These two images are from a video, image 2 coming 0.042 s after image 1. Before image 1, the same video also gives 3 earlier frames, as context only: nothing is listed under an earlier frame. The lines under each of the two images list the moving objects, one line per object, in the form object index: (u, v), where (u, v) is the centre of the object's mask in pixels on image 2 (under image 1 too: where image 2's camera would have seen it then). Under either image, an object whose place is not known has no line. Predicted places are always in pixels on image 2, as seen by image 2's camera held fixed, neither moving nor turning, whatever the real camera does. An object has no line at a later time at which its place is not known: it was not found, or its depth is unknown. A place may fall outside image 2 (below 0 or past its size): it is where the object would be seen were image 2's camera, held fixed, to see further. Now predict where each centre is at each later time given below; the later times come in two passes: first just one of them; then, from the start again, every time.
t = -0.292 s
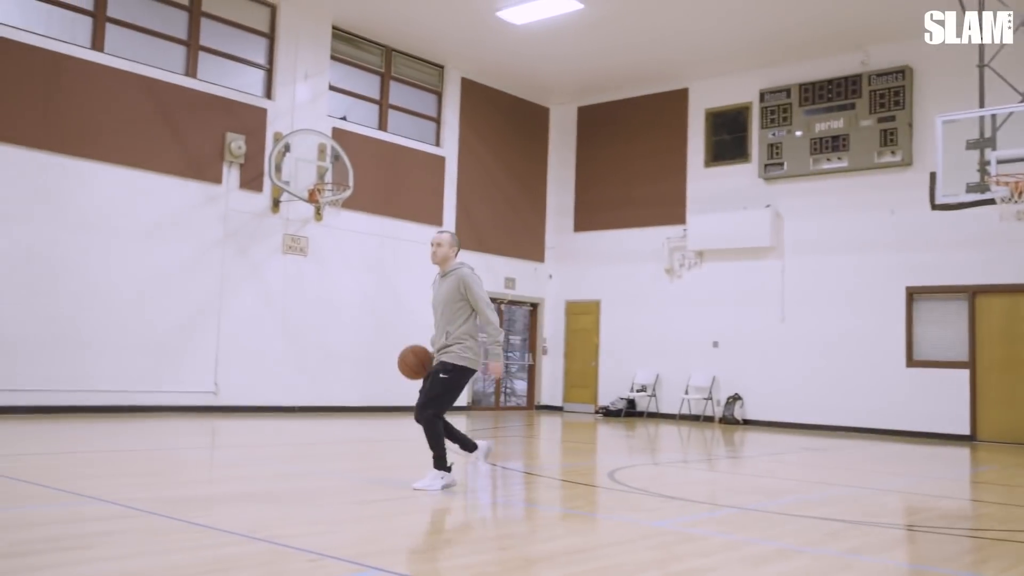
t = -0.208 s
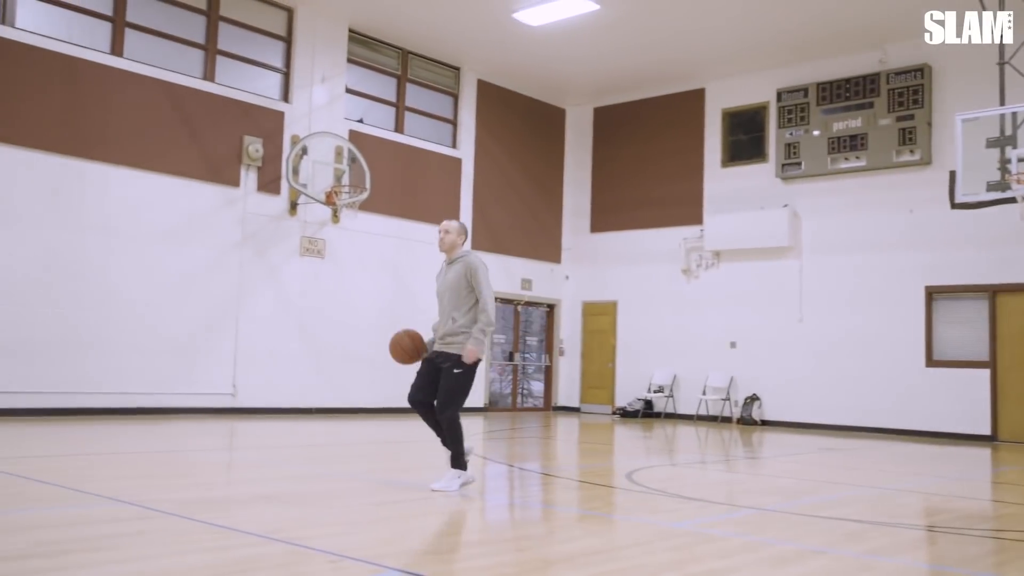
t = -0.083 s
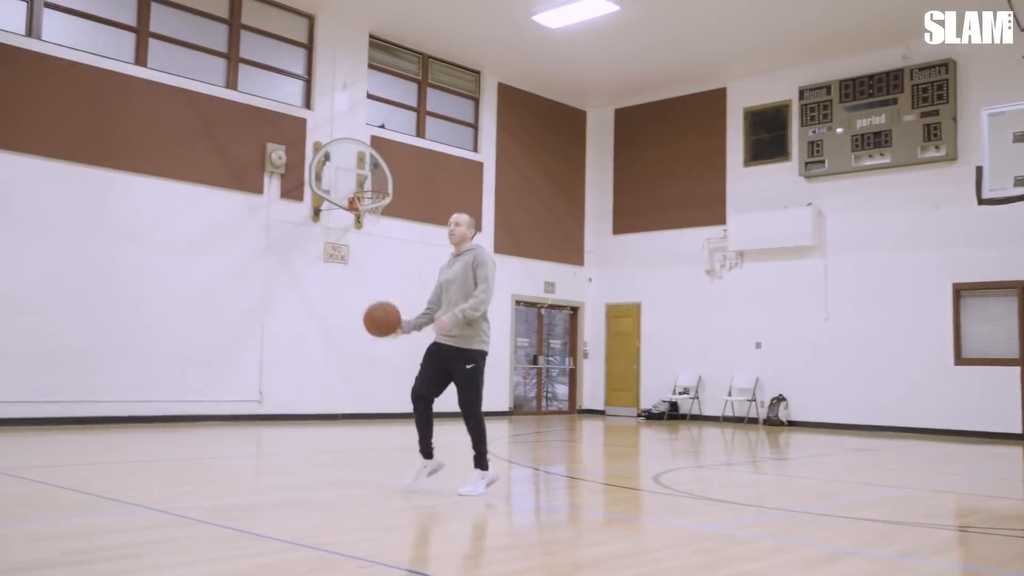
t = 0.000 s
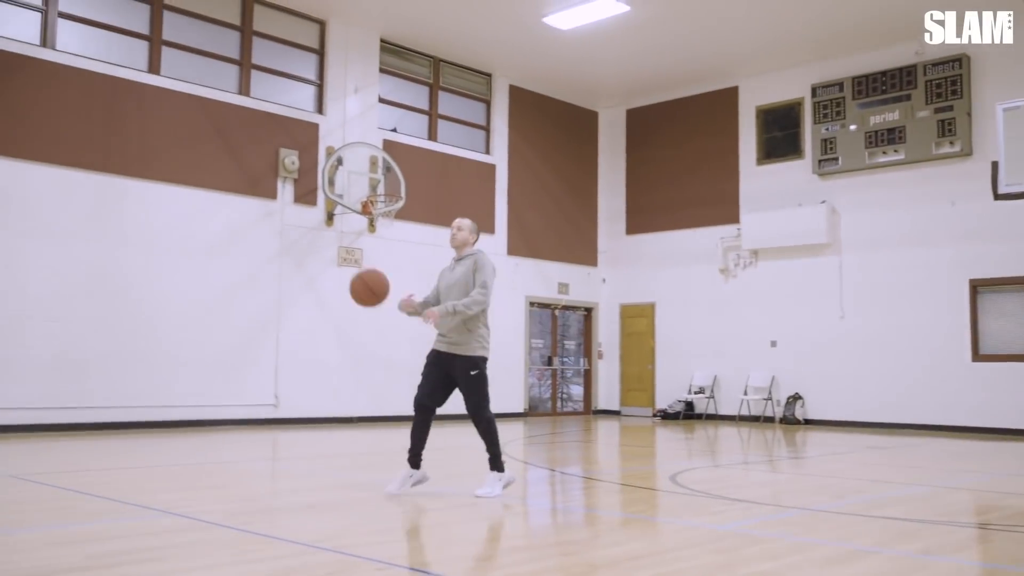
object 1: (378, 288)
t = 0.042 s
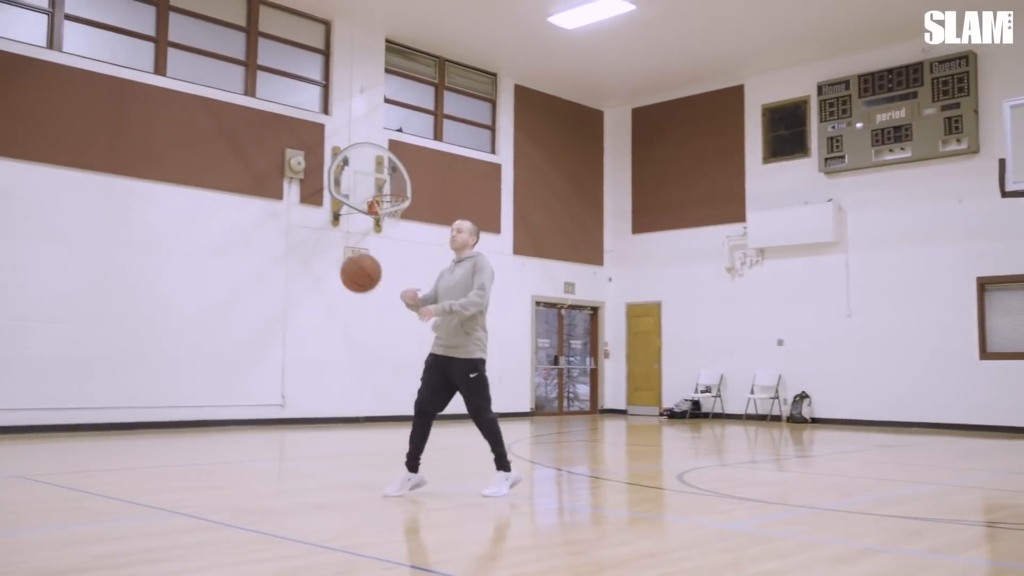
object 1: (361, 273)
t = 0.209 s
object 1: (286, 236)
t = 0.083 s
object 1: (344, 260)
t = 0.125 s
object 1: (325, 248)
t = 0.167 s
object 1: (305, 241)
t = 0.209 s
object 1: (286, 236)
